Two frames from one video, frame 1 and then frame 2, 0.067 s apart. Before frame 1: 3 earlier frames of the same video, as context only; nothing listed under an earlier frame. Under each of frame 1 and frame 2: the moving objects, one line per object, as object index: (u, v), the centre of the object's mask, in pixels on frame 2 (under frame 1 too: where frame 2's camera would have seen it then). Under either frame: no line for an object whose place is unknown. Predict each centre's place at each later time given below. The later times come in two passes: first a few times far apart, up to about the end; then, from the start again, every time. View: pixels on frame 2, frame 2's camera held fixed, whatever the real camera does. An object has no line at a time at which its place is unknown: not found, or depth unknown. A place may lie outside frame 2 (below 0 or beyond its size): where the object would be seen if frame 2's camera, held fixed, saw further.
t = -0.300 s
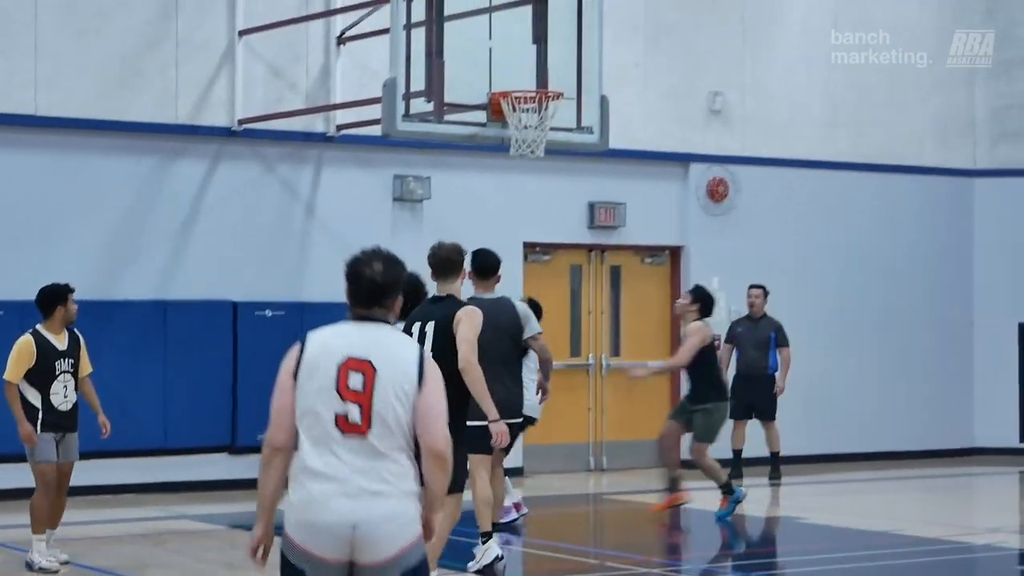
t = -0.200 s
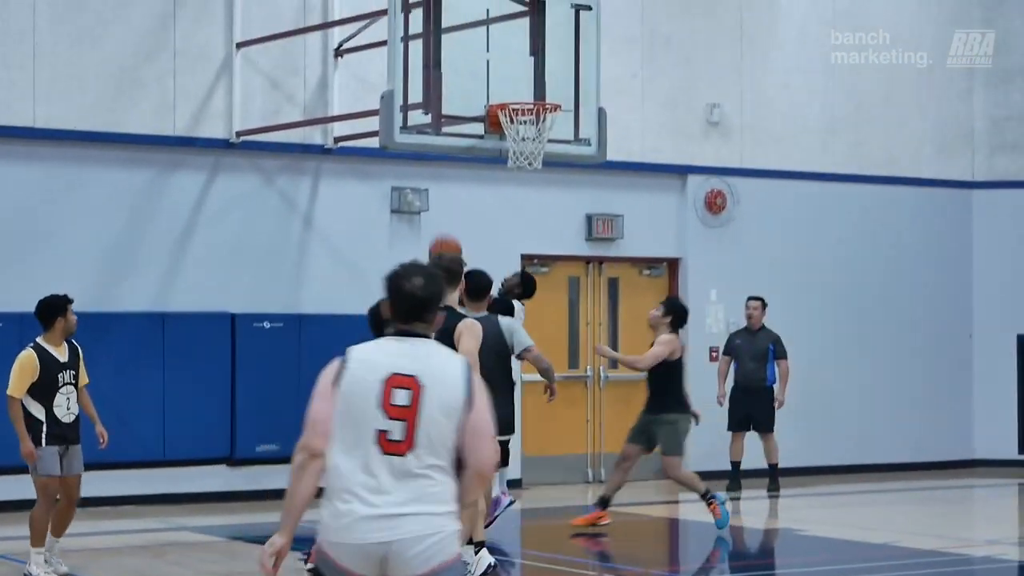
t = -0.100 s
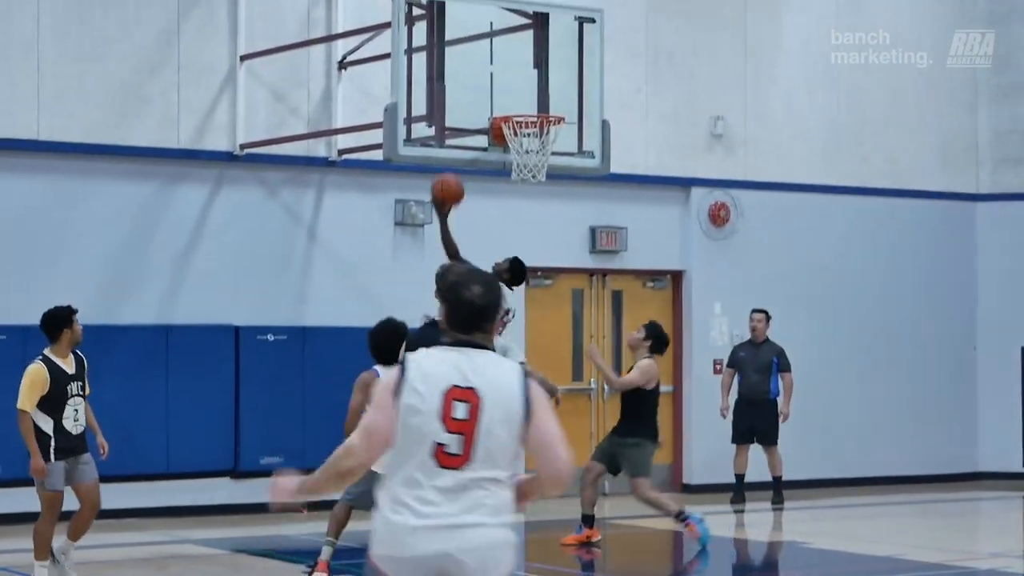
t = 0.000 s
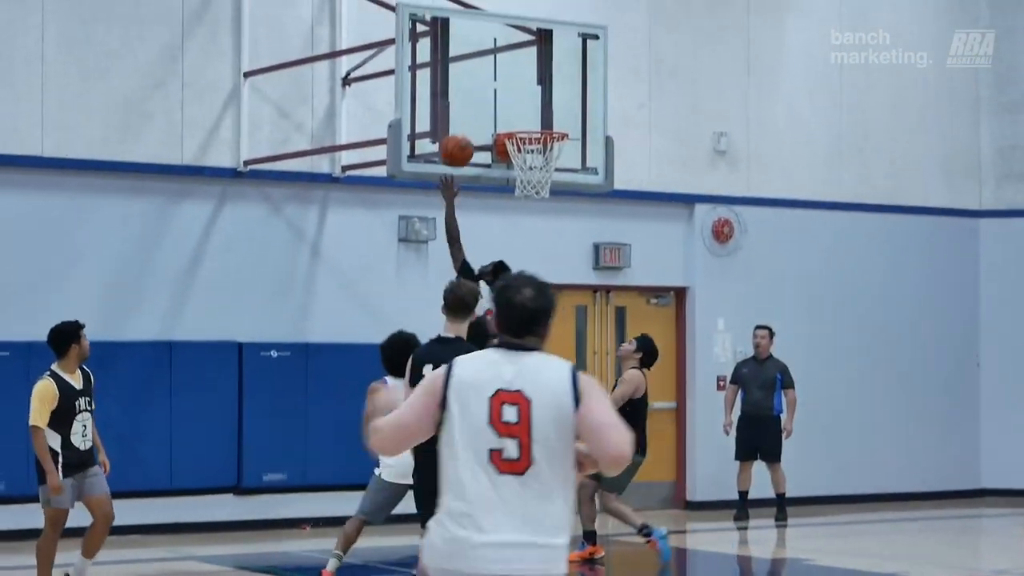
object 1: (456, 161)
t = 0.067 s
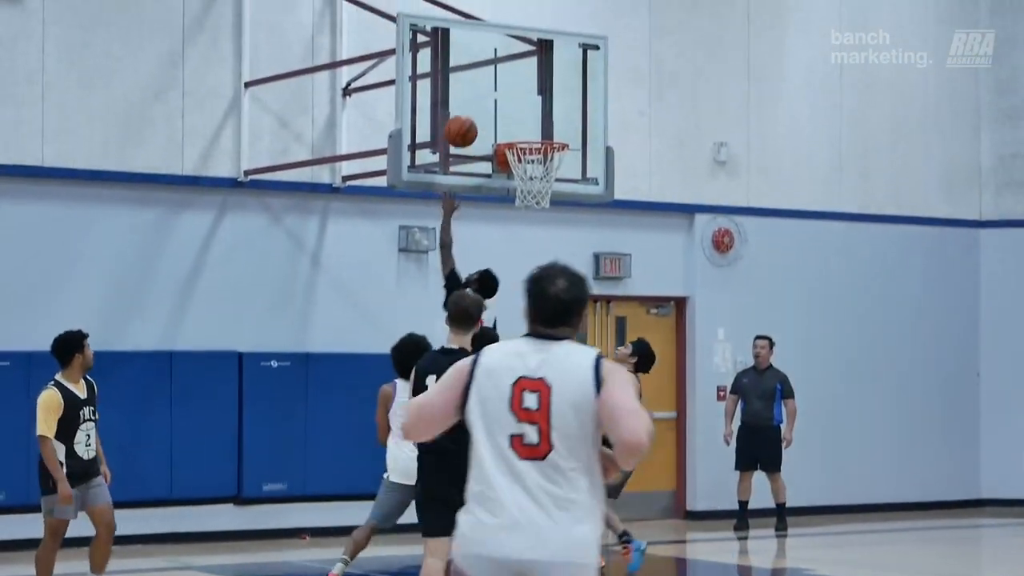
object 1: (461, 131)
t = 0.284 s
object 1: (476, 80)
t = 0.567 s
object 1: (507, 126)
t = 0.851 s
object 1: (524, 96)
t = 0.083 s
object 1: (462, 125)
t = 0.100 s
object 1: (463, 119)
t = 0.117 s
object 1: (464, 113)
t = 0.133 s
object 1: (466, 108)
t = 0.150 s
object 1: (467, 103)
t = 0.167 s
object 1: (468, 99)
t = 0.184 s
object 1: (469, 95)
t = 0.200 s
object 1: (470, 91)
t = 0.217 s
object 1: (471, 88)
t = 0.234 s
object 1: (472, 85)
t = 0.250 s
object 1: (473, 83)
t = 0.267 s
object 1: (474, 80)
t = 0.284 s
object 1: (476, 80)
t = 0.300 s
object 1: (477, 80)
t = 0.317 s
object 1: (479, 80)
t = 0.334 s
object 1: (481, 80)
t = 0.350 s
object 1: (483, 81)
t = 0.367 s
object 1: (485, 82)
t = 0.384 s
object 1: (487, 84)
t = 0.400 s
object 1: (489, 86)
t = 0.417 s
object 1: (490, 88)
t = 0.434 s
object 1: (492, 91)
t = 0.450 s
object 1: (494, 94)
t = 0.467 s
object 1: (496, 98)
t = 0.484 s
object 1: (498, 101)
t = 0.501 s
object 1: (500, 106)
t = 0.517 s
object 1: (501, 110)
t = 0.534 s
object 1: (503, 115)
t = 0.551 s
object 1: (505, 121)
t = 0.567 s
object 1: (507, 126)
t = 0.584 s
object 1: (508, 127)
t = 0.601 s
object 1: (509, 122)
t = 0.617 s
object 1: (510, 118)
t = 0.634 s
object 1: (511, 114)
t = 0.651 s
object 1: (512, 110)
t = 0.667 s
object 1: (513, 107)
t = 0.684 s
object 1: (514, 104)
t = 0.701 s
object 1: (515, 102)
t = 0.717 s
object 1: (516, 100)
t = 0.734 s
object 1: (517, 98)
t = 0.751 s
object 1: (518, 97)
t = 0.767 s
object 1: (519, 95)
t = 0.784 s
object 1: (520, 95)
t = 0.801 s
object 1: (521, 94)
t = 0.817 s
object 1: (522, 95)
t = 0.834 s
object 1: (523, 95)
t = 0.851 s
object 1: (524, 96)
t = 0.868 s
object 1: (525, 97)
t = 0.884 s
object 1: (526, 99)
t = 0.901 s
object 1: (527, 101)
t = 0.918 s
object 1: (528, 103)
